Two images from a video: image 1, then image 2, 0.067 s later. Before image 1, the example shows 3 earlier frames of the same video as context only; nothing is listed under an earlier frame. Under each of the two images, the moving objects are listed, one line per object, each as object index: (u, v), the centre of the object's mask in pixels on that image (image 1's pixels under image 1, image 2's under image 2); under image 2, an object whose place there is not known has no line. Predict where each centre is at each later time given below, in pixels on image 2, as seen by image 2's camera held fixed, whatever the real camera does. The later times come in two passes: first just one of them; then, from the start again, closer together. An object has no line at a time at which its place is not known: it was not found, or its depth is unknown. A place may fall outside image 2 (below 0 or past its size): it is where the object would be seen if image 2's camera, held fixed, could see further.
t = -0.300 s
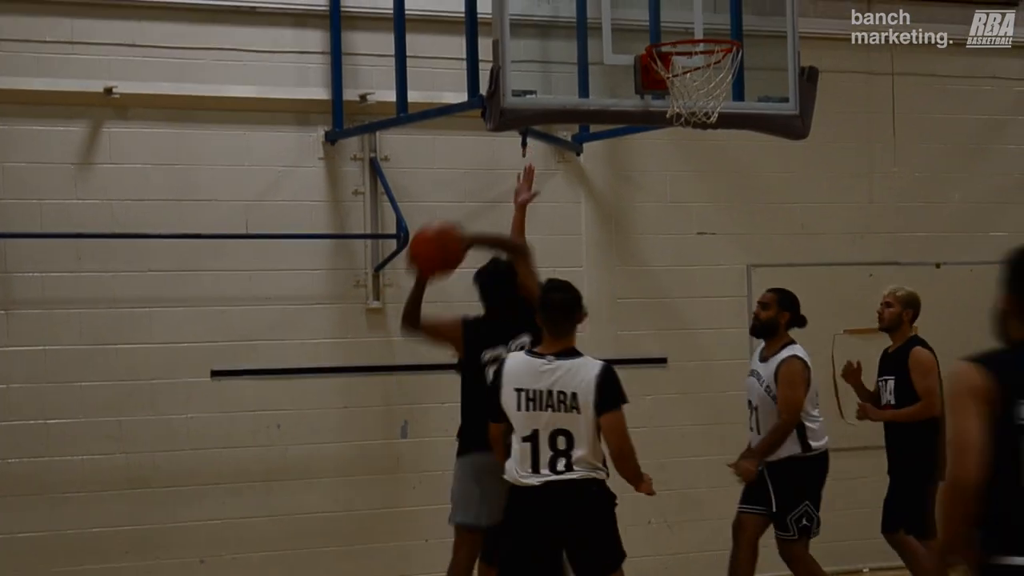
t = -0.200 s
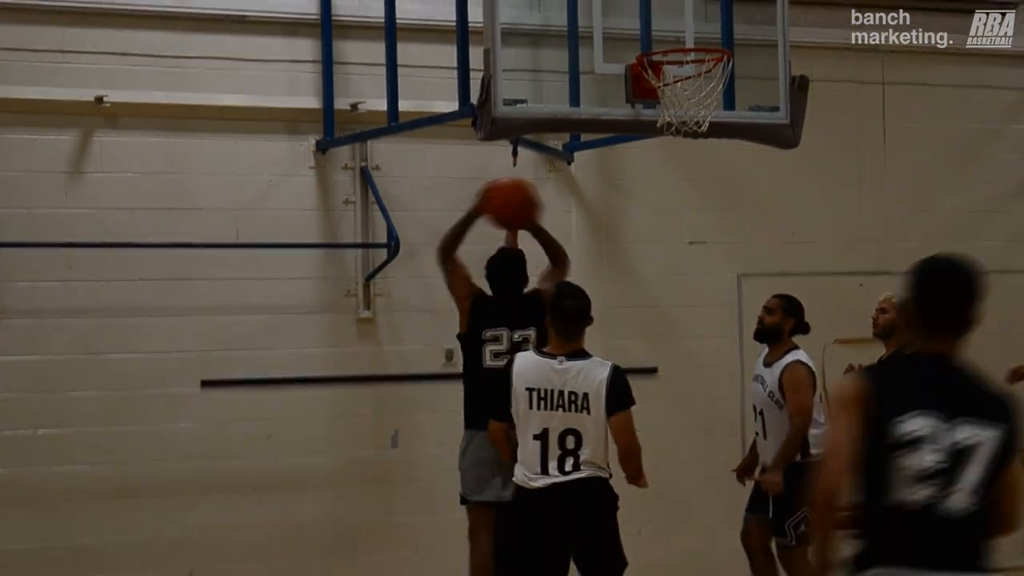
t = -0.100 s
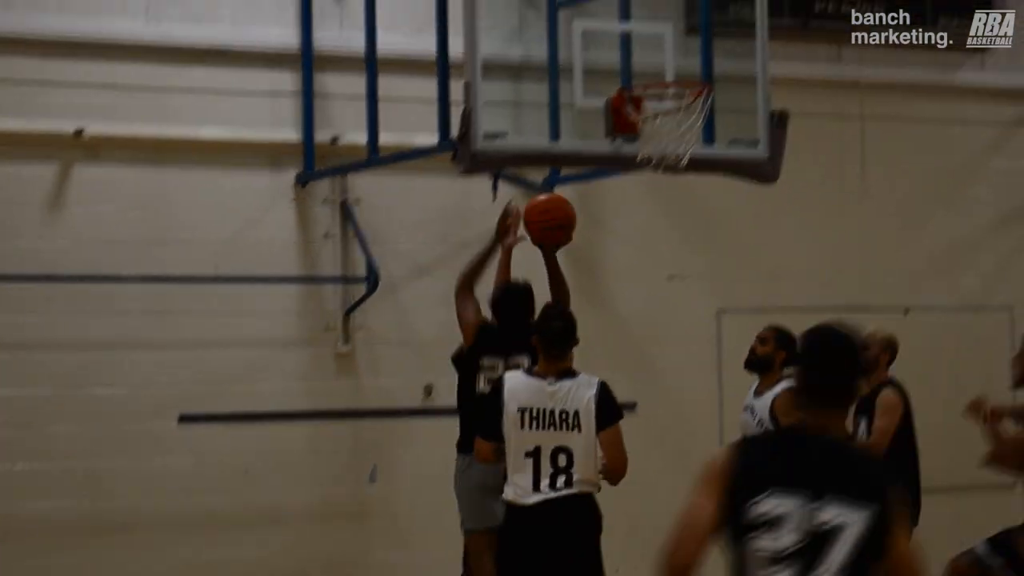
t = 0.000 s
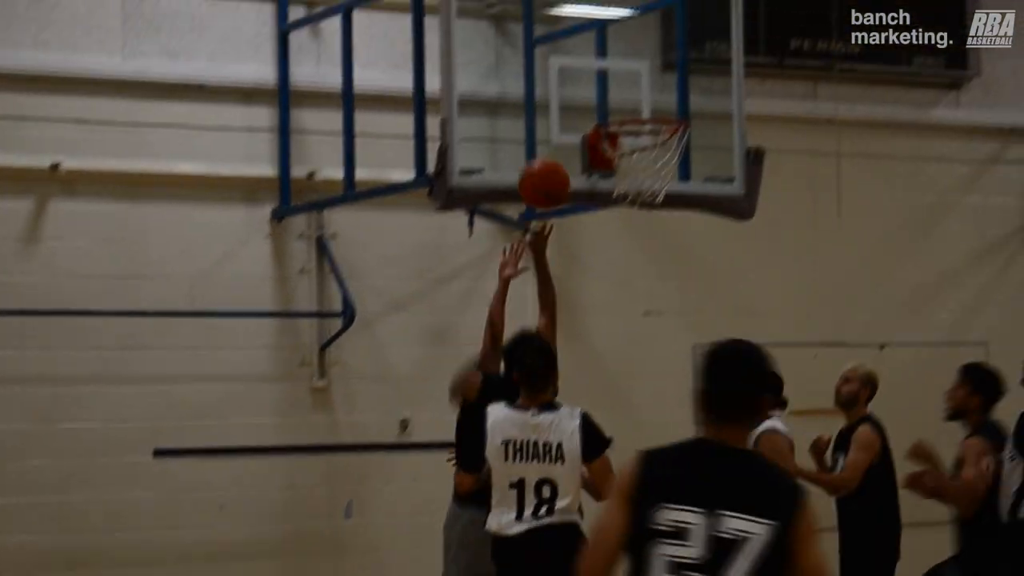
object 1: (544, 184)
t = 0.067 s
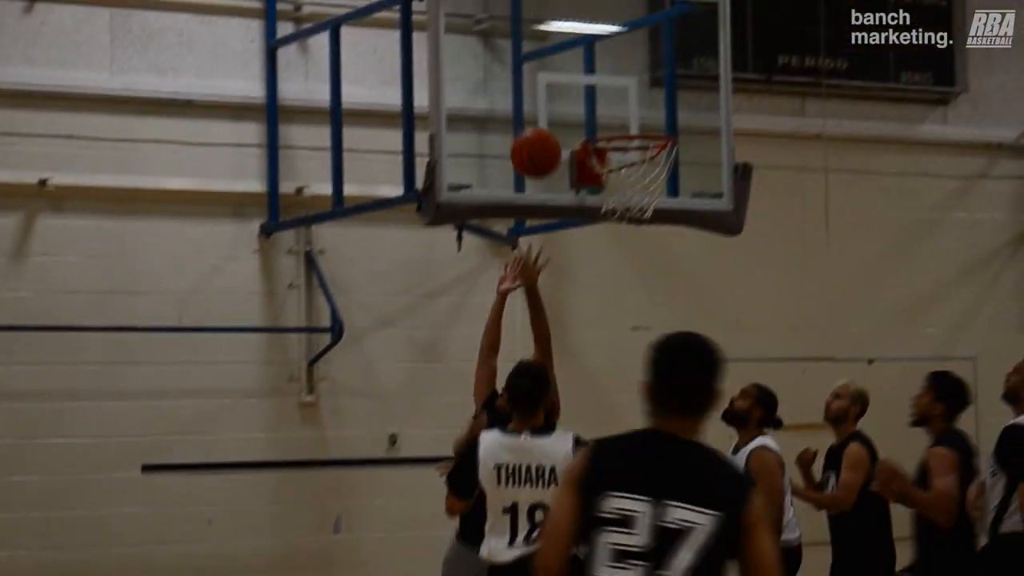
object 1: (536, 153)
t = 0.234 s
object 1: (545, 78)
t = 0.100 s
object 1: (538, 133)
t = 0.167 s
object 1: (541, 101)
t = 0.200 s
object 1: (544, 89)
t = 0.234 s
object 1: (545, 78)
